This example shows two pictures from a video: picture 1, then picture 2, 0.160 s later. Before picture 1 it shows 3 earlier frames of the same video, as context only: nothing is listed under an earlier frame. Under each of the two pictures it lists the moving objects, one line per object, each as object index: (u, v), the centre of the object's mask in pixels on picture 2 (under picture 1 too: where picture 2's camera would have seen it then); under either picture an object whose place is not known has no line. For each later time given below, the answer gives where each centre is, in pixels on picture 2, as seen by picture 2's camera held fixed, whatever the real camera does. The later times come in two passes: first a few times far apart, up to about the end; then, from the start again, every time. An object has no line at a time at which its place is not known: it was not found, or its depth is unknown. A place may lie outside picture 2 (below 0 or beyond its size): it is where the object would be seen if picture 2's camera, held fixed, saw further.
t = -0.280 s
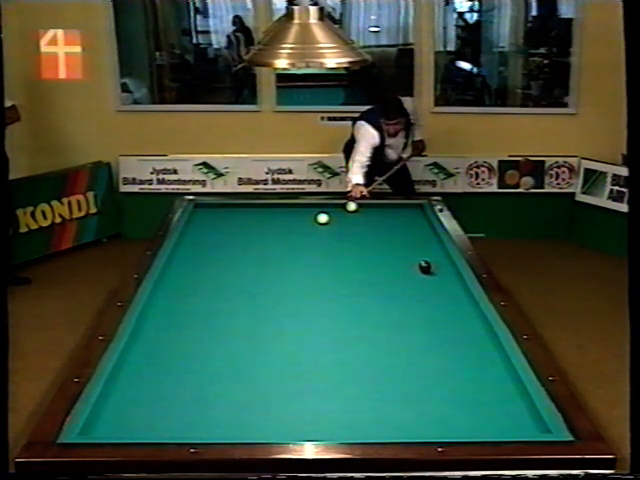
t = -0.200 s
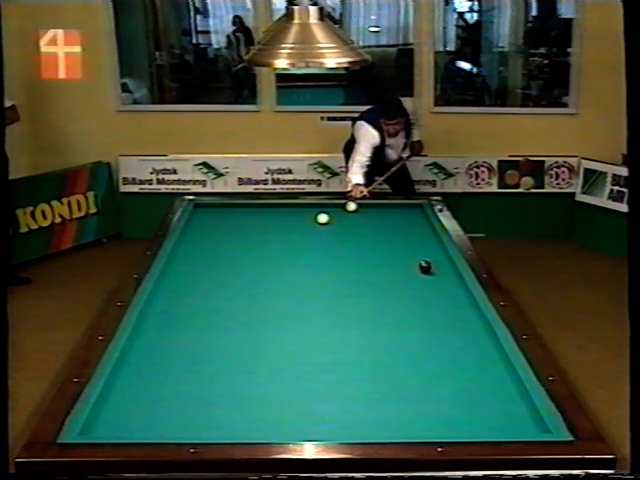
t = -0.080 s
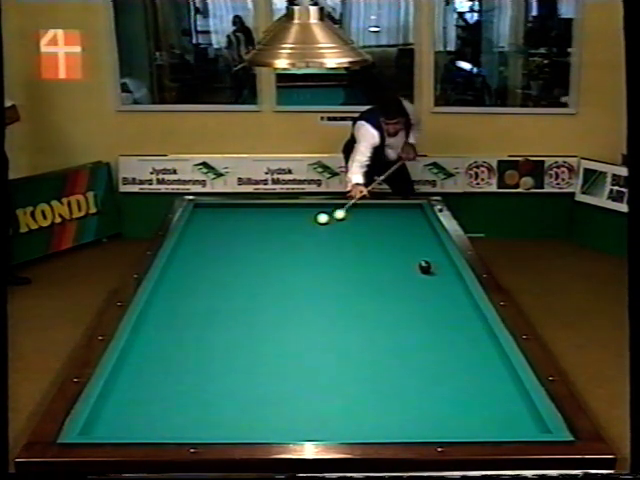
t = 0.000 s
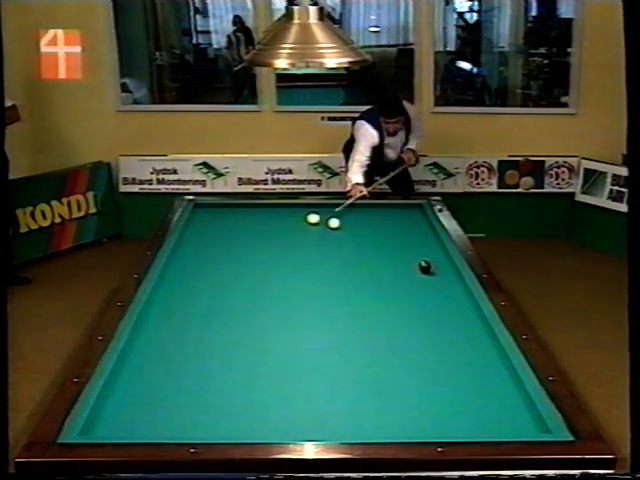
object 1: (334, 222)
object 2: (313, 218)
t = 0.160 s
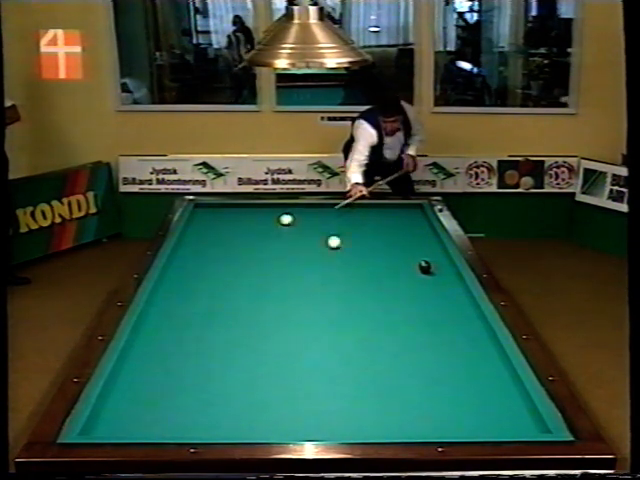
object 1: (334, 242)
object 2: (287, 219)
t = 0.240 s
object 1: (331, 253)
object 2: (275, 219)
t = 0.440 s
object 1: (326, 283)
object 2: (245, 221)
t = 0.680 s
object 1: (317, 330)
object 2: (210, 222)
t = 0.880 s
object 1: (306, 382)
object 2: (195, 223)
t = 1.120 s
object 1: (280, 413)
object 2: (214, 224)
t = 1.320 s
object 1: (247, 372)
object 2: (229, 224)
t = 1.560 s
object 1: (217, 341)
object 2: (246, 225)
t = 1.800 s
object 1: (191, 316)
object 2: (263, 226)
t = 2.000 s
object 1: (171, 298)
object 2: (277, 227)
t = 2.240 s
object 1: (168, 280)
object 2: (294, 228)
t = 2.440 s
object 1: (185, 268)
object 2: (307, 228)
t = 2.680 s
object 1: (204, 255)
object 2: (322, 230)
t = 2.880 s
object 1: (218, 246)
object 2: (336, 230)
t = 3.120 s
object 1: (234, 235)
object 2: (350, 231)
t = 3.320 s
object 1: (246, 227)
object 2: (363, 232)
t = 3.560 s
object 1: (258, 218)
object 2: (377, 233)
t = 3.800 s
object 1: (271, 209)
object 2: (391, 234)
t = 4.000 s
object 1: (280, 205)
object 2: (402, 234)
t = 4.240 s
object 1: (295, 209)
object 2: (415, 235)
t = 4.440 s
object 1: (307, 213)
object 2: (425, 236)
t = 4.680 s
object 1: (321, 216)
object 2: (434, 237)
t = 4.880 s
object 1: (333, 220)
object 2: (429, 237)
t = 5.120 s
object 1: (348, 224)
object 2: (424, 237)
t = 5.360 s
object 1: (363, 228)
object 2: (419, 237)
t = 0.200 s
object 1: (332, 247)
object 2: (281, 219)
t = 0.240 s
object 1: (331, 253)
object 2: (275, 219)
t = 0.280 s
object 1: (330, 258)
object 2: (269, 220)
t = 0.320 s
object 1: (329, 264)
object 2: (263, 220)
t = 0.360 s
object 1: (328, 270)
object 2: (257, 220)
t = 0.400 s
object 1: (327, 276)
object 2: (251, 220)
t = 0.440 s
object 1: (326, 283)
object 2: (245, 221)
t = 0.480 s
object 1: (324, 290)
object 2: (239, 221)
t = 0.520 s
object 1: (323, 297)
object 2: (233, 221)
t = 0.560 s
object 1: (321, 305)
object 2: (228, 221)
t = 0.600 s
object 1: (320, 312)
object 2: (221, 221)
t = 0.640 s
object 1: (318, 321)
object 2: (216, 221)
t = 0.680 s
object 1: (317, 330)
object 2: (210, 222)
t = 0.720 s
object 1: (315, 339)
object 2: (204, 222)
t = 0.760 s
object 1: (312, 349)
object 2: (199, 222)
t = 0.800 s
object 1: (311, 360)
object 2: (192, 222)
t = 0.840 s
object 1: (308, 370)
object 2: (192, 223)
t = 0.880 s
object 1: (306, 382)
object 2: (195, 223)
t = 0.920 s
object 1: (304, 394)
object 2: (199, 223)
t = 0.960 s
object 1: (301, 407)
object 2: (202, 223)
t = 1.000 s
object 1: (298, 421)
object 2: (205, 223)
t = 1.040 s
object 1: (295, 429)
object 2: (208, 223)
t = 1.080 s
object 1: (287, 423)
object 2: (211, 224)
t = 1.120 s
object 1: (280, 413)
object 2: (214, 224)
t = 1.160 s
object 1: (272, 403)
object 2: (217, 223)
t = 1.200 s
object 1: (266, 394)
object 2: (220, 224)
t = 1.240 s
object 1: (259, 386)
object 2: (223, 224)
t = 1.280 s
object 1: (253, 379)
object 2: (226, 224)
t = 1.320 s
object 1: (247, 372)
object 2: (229, 224)
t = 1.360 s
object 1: (242, 365)
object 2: (232, 224)
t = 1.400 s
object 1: (237, 360)
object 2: (235, 225)
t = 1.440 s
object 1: (231, 355)
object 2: (237, 225)
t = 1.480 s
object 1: (226, 350)
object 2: (240, 225)
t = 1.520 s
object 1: (221, 345)
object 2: (243, 225)
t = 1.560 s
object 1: (217, 341)
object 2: (246, 225)
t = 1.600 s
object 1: (211, 336)
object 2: (249, 225)
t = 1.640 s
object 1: (207, 332)
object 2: (253, 225)
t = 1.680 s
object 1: (203, 328)
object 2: (255, 226)
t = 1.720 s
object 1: (199, 324)
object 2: (258, 226)
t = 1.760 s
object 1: (194, 320)
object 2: (261, 226)
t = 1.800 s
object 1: (191, 316)
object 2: (263, 226)
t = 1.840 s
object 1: (186, 312)
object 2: (266, 226)
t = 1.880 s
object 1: (182, 309)
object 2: (269, 227)
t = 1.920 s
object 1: (178, 305)
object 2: (272, 227)
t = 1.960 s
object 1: (174, 302)
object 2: (275, 227)
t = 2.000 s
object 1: (171, 298)
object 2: (277, 227)
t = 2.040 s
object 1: (168, 295)
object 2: (280, 227)
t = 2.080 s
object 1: (165, 292)
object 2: (282, 227)
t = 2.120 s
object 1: (160, 288)
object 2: (285, 227)
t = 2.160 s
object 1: (159, 286)
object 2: (288, 227)
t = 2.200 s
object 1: (164, 283)
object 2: (290, 227)
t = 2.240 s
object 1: (168, 280)
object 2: (294, 228)
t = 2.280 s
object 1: (172, 278)
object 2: (296, 228)
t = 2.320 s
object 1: (175, 276)
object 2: (299, 228)
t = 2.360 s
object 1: (179, 273)
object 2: (301, 228)
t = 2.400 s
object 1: (182, 271)
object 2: (304, 228)
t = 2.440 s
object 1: (185, 268)
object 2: (307, 228)
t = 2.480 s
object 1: (188, 266)
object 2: (309, 229)
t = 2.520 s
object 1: (192, 264)
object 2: (312, 229)
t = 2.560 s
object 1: (195, 262)
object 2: (314, 229)
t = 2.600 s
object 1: (198, 259)
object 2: (317, 229)
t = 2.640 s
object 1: (201, 257)
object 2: (320, 230)
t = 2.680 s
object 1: (204, 255)
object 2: (322, 230)
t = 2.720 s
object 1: (207, 253)
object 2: (325, 230)
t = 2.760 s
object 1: (210, 251)
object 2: (327, 230)
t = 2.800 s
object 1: (212, 249)
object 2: (330, 230)
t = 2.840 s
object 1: (215, 247)
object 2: (332, 230)
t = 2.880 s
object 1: (218, 246)
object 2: (336, 230)
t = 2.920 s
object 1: (221, 244)
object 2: (338, 230)
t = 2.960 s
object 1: (224, 242)
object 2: (340, 231)
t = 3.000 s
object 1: (226, 240)
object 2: (343, 231)
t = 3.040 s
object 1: (229, 238)
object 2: (345, 231)
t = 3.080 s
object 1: (232, 237)
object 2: (348, 231)
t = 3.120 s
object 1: (234, 235)
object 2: (350, 231)
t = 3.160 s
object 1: (236, 233)
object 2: (352, 231)
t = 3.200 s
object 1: (238, 231)
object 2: (355, 232)
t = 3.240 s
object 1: (241, 230)
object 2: (357, 232)
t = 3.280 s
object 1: (243, 228)
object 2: (360, 232)
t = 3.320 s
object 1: (246, 227)
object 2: (363, 232)
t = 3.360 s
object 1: (248, 225)
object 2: (364, 232)
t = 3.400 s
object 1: (250, 223)
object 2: (367, 232)
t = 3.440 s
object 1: (253, 222)
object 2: (369, 232)
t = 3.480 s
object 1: (255, 220)
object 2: (372, 233)
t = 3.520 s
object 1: (257, 219)
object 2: (374, 233)
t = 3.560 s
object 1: (258, 218)
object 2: (377, 233)
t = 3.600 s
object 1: (261, 216)
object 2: (379, 233)
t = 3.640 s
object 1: (263, 215)
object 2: (381, 233)
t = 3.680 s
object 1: (265, 214)
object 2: (384, 233)
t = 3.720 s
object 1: (267, 212)
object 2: (386, 233)
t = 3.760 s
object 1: (269, 211)
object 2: (389, 234)
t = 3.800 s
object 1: (271, 209)
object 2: (391, 234)
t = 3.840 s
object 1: (272, 208)
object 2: (393, 234)
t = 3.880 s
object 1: (274, 207)
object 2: (395, 234)
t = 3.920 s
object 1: (277, 206)
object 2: (397, 234)
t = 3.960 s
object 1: (278, 204)
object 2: (400, 234)
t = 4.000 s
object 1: (280, 205)
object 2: (402, 234)
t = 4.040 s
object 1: (283, 206)
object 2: (404, 234)
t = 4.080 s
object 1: (285, 207)
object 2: (406, 235)
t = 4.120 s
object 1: (288, 208)
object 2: (409, 235)
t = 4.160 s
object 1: (290, 208)
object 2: (411, 235)
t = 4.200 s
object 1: (292, 209)
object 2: (413, 235)
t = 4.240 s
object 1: (295, 209)
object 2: (415, 235)
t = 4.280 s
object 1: (298, 210)
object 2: (417, 235)
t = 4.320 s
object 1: (300, 211)
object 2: (419, 235)
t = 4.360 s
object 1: (302, 211)
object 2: (421, 235)
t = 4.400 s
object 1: (304, 212)
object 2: (423, 236)
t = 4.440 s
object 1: (307, 213)
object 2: (425, 236)
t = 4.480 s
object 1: (309, 213)
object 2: (427, 236)
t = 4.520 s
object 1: (312, 214)
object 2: (430, 236)
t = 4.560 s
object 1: (314, 215)
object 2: (431, 236)
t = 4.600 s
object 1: (316, 215)
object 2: (433, 236)
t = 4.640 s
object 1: (319, 216)
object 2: (434, 236)
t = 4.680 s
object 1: (321, 216)
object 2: (434, 237)
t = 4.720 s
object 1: (324, 217)
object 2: (433, 237)
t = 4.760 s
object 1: (326, 218)
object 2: (432, 236)
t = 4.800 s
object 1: (328, 219)
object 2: (431, 237)
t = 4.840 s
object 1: (331, 219)
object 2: (430, 237)
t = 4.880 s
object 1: (333, 220)
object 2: (429, 237)
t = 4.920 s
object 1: (336, 220)
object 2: (428, 237)
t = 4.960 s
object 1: (338, 221)
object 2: (428, 237)
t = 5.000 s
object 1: (340, 222)
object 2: (426, 237)
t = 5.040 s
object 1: (343, 223)
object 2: (425, 237)
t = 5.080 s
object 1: (346, 223)
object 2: (425, 237)
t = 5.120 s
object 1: (348, 224)
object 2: (424, 237)
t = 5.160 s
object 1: (351, 225)
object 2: (423, 237)
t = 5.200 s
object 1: (354, 225)
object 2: (422, 237)
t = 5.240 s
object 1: (356, 226)
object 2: (421, 237)
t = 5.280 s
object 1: (359, 227)
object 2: (420, 238)
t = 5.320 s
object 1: (361, 227)
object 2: (420, 238)
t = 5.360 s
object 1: (363, 228)
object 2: (419, 237)
